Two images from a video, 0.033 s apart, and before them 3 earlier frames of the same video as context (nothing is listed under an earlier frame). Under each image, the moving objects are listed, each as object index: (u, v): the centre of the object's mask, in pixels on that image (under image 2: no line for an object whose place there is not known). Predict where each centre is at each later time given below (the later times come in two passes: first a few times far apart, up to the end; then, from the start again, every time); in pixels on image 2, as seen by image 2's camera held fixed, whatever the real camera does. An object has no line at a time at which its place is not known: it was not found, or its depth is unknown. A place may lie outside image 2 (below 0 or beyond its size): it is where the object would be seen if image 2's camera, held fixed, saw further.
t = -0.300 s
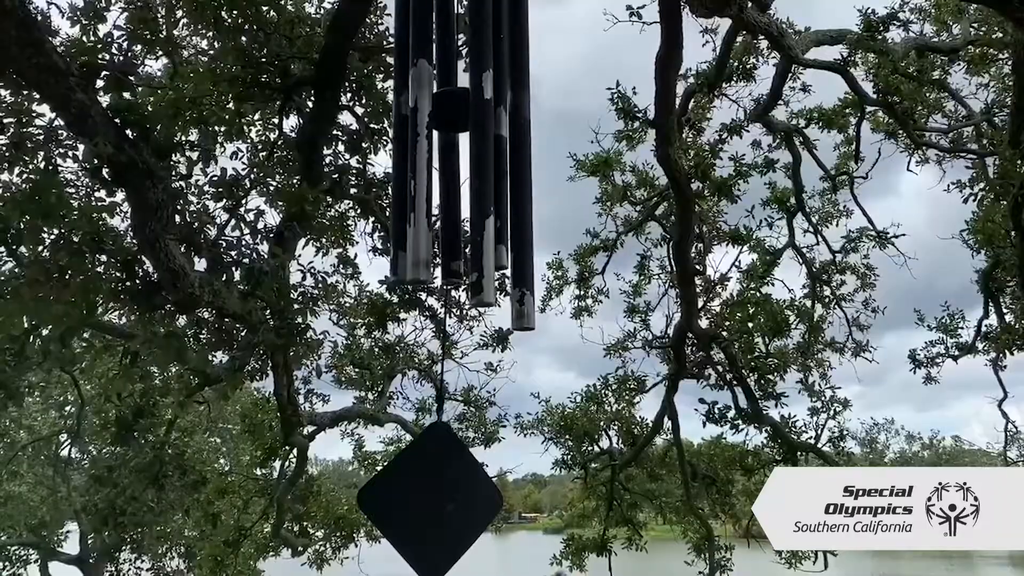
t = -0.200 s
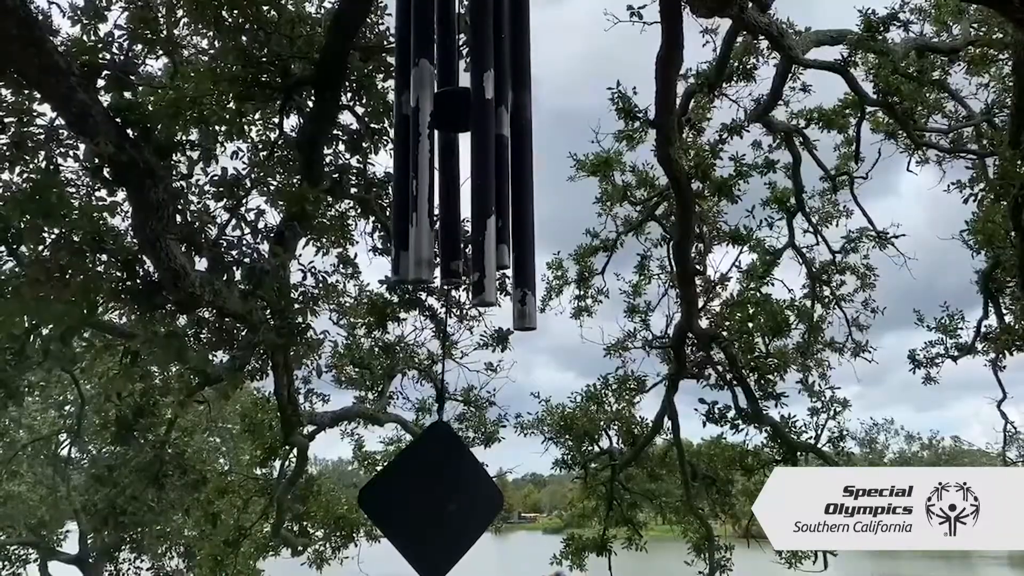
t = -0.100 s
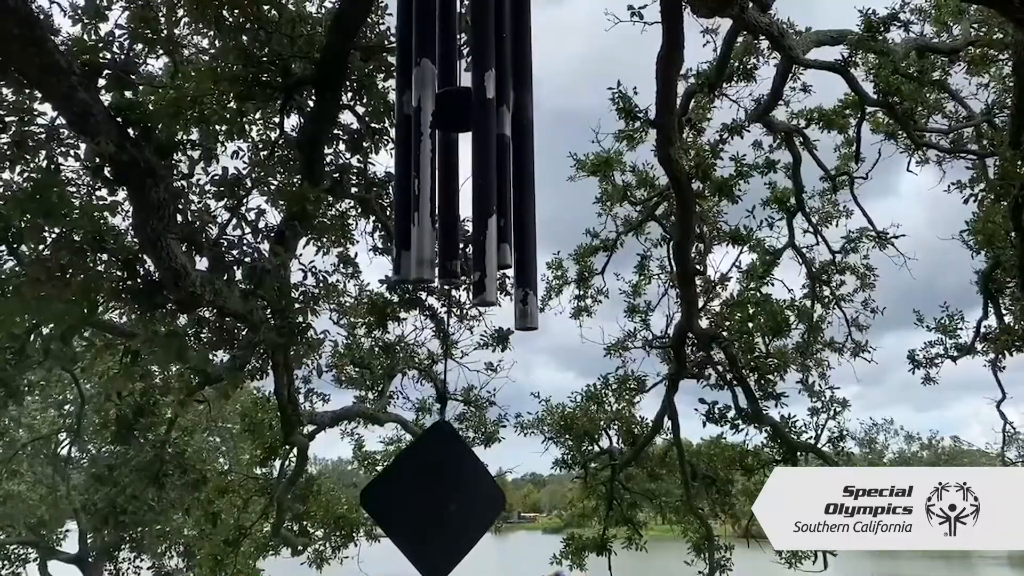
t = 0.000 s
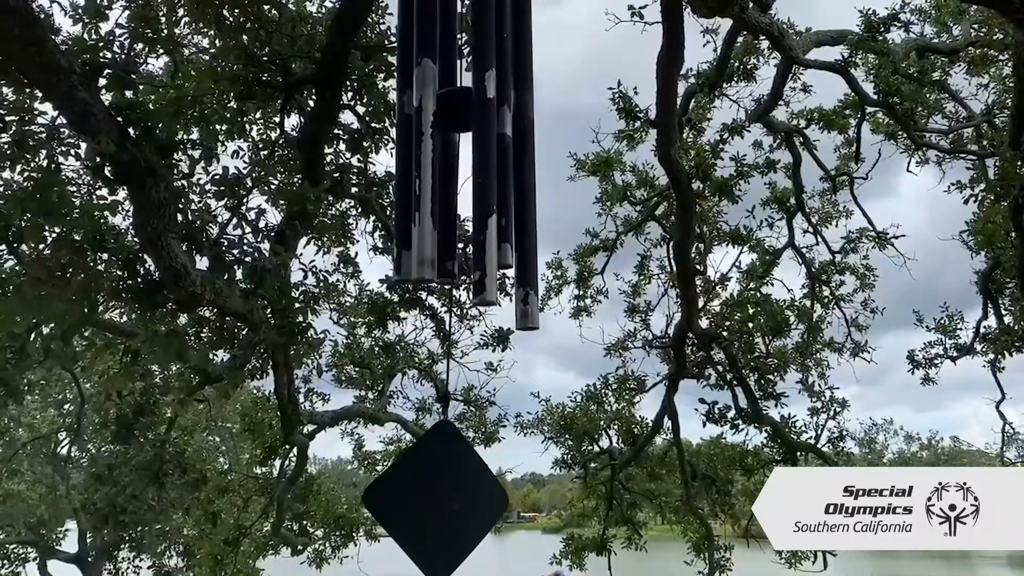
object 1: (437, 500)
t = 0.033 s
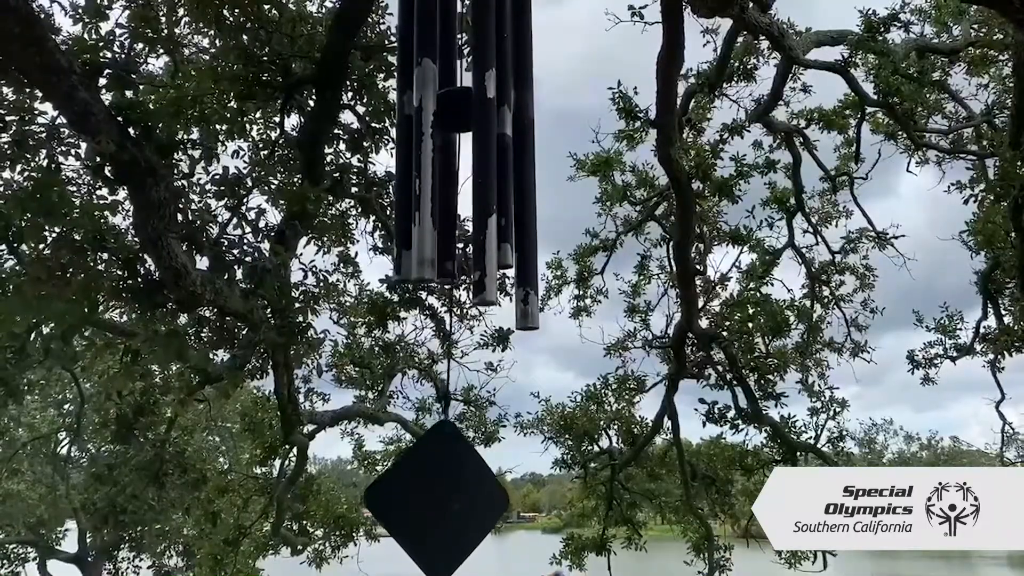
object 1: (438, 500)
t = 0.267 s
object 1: (446, 500)
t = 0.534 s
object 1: (455, 501)
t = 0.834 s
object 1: (460, 500)
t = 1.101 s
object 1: (454, 499)
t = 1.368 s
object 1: (440, 498)
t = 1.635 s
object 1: (422, 496)
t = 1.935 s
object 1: (405, 494)
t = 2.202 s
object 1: (400, 495)
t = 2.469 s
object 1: (411, 497)
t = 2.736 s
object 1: (432, 499)
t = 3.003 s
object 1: (447, 500)
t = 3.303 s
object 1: (444, 499)
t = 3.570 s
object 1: (432, 498)
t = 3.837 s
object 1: (418, 497)
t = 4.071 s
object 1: (409, 496)
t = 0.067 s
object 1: (439, 500)
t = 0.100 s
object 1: (440, 500)
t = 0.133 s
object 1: (441, 500)
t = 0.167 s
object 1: (442, 500)
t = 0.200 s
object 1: (444, 500)
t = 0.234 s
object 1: (445, 500)
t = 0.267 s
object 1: (446, 500)
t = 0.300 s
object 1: (447, 500)
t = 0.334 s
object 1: (448, 500)
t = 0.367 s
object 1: (450, 500)
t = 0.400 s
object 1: (451, 500)
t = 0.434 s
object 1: (451, 500)
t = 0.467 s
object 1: (453, 500)
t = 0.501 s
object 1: (454, 500)
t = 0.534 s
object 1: (455, 501)
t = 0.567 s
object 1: (457, 500)
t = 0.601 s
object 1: (457, 500)
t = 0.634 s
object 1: (458, 500)
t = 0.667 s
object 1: (459, 500)
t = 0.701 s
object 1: (459, 500)
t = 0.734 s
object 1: (459, 500)
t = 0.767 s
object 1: (460, 500)
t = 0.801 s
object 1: (460, 500)
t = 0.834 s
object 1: (460, 500)
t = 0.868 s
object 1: (460, 499)
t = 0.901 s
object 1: (460, 499)
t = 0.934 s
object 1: (459, 499)
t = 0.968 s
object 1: (459, 499)
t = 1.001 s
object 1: (458, 499)
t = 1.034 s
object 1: (457, 499)
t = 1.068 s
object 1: (456, 499)
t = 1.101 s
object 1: (454, 499)
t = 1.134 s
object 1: (453, 499)
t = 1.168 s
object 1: (452, 498)
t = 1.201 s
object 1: (449, 498)
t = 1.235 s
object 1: (447, 498)
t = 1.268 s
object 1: (446, 498)
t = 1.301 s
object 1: (444, 498)
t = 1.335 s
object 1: (442, 497)
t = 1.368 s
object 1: (440, 498)
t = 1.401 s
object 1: (438, 498)
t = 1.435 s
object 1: (435, 497)
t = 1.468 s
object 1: (433, 497)
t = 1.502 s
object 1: (431, 497)
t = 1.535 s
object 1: (429, 497)
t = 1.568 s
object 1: (427, 496)
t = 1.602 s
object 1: (424, 496)
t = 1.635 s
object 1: (422, 496)
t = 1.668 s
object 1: (420, 496)
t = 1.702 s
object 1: (417, 496)
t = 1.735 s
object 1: (415, 496)
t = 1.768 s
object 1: (413, 496)
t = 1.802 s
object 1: (411, 495)
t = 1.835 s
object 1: (409, 495)
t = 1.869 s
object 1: (408, 495)
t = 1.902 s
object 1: (406, 495)
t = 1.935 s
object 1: (405, 494)
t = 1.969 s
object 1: (403, 494)
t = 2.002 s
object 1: (402, 495)
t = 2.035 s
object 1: (401, 495)
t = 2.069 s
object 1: (400, 494)
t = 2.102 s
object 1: (400, 494)
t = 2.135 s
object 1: (400, 494)
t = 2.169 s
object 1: (400, 495)
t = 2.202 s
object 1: (400, 495)
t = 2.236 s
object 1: (400, 495)
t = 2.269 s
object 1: (401, 495)
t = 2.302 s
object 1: (402, 495)
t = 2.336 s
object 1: (403, 495)
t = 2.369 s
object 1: (405, 496)
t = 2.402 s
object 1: (407, 496)
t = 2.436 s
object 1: (408, 497)
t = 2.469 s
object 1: (411, 497)
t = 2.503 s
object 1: (413, 498)
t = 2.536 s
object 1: (416, 498)
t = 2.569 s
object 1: (419, 498)
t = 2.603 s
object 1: (422, 498)
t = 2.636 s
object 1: (424, 499)
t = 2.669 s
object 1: (427, 499)
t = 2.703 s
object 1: (430, 499)
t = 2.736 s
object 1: (432, 499)
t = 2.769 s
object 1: (435, 499)
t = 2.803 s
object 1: (437, 499)
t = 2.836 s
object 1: (439, 499)
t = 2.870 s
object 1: (441, 499)
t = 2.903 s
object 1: (443, 500)
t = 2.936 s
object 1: (444, 500)
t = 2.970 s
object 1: (446, 500)
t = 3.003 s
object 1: (447, 500)
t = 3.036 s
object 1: (447, 500)
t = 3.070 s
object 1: (448, 499)
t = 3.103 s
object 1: (447, 499)
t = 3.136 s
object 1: (447, 499)
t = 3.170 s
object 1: (447, 499)
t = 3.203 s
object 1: (447, 499)
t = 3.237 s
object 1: (446, 499)
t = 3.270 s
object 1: (445, 499)
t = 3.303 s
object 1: (444, 499)
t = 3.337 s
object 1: (443, 499)
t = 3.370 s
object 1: (441, 499)
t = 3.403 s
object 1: (440, 498)
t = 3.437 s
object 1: (438, 498)
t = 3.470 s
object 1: (437, 498)
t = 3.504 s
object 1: (435, 498)
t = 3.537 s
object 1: (434, 498)
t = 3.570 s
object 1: (432, 498)
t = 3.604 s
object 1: (430, 497)
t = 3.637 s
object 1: (428, 497)
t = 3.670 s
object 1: (427, 497)
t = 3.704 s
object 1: (425, 497)
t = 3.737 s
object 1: (423, 497)
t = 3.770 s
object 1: (422, 497)
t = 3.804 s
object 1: (420, 497)
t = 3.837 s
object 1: (418, 497)
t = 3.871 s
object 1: (417, 497)
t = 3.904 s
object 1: (416, 497)
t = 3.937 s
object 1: (414, 497)
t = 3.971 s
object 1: (413, 497)
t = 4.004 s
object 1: (411, 497)
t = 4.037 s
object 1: (410, 496)
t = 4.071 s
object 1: (409, 496)
